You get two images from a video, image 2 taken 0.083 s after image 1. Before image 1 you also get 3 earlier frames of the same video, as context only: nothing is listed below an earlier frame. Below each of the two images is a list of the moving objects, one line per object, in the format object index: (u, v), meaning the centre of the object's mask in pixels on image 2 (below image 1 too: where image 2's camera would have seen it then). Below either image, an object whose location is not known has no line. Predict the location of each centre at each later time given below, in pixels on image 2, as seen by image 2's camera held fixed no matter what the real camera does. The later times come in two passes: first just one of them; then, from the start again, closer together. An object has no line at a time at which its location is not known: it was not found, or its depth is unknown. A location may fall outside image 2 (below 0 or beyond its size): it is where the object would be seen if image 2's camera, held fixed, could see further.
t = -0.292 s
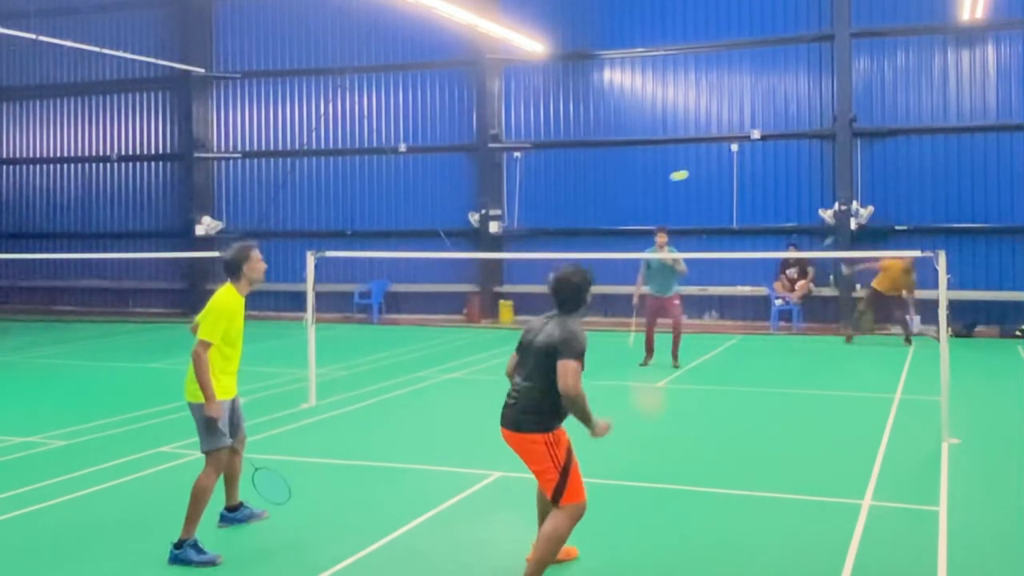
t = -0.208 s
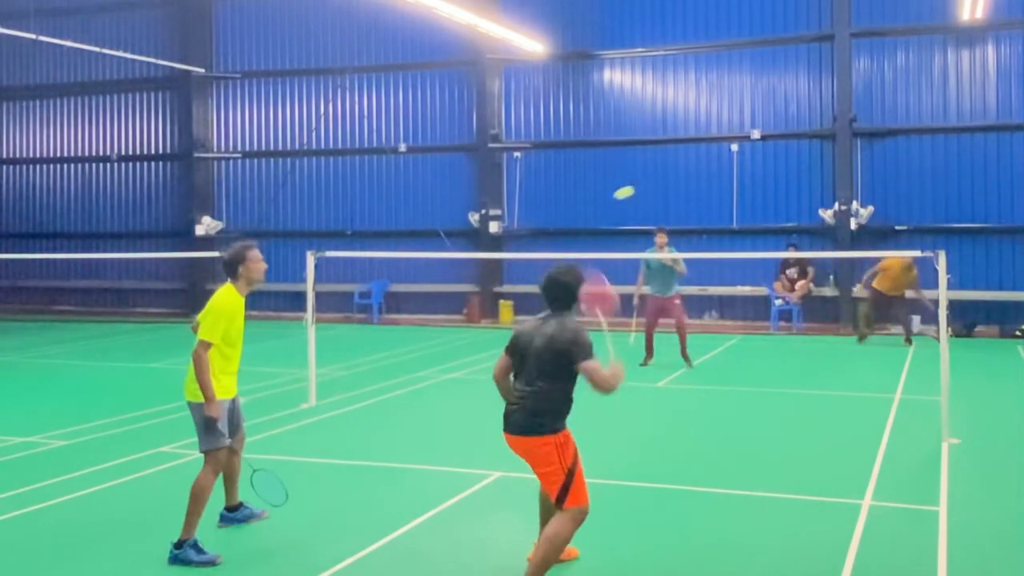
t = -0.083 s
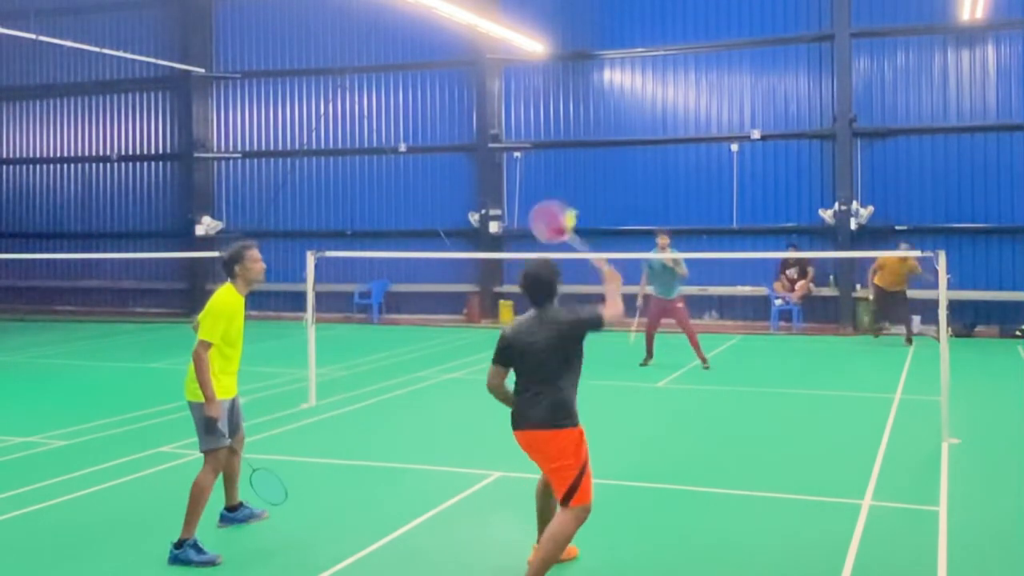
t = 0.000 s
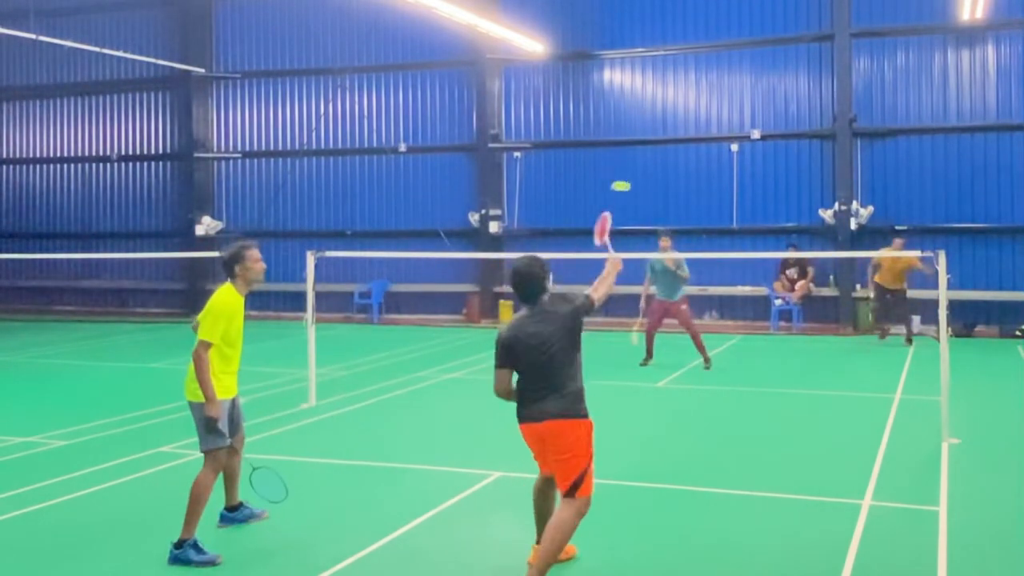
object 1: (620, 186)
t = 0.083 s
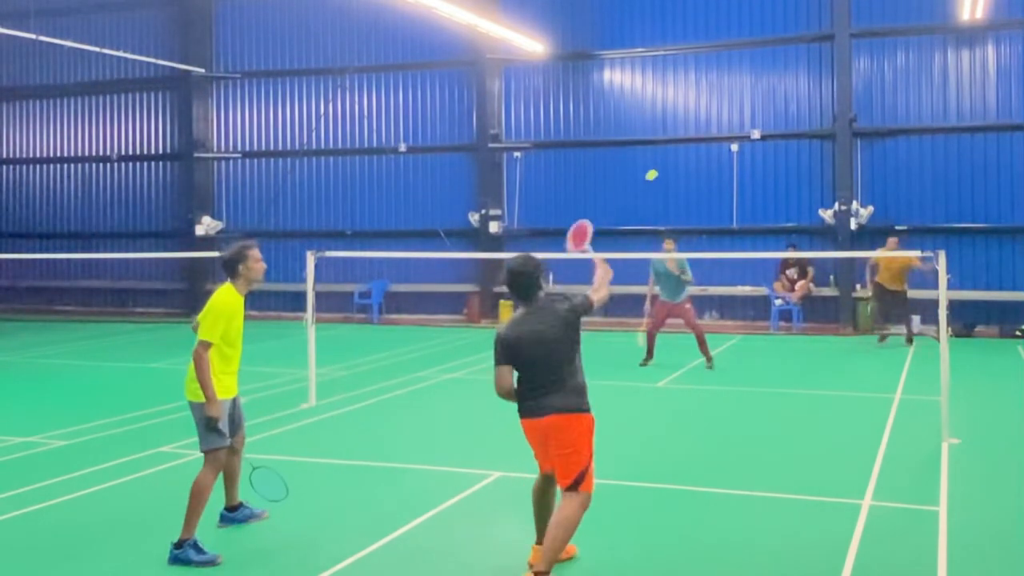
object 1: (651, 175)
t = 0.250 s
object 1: (691, 177)
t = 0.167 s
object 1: (674, 171)
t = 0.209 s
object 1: (683, 174)
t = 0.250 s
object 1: (691, 177)
